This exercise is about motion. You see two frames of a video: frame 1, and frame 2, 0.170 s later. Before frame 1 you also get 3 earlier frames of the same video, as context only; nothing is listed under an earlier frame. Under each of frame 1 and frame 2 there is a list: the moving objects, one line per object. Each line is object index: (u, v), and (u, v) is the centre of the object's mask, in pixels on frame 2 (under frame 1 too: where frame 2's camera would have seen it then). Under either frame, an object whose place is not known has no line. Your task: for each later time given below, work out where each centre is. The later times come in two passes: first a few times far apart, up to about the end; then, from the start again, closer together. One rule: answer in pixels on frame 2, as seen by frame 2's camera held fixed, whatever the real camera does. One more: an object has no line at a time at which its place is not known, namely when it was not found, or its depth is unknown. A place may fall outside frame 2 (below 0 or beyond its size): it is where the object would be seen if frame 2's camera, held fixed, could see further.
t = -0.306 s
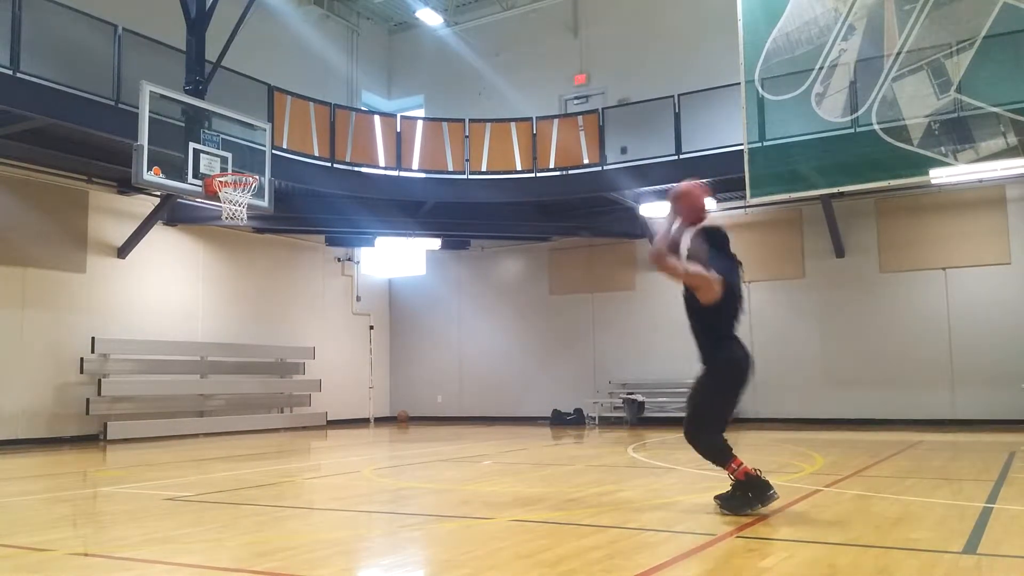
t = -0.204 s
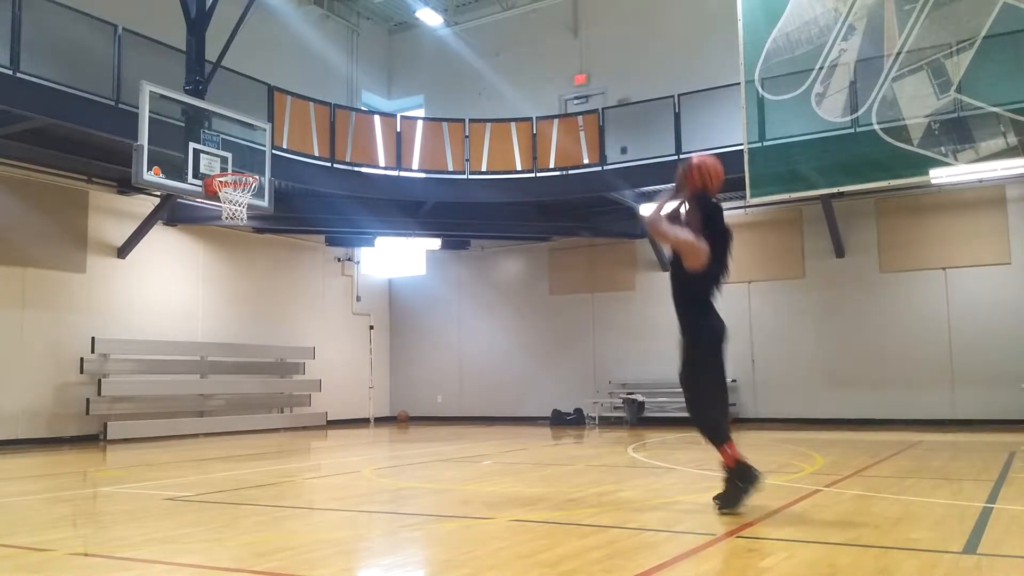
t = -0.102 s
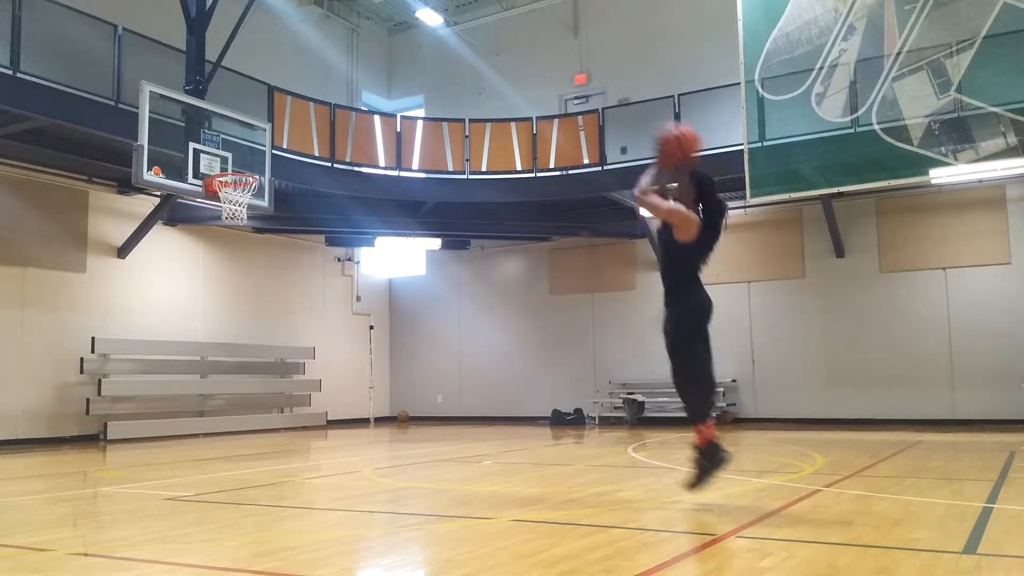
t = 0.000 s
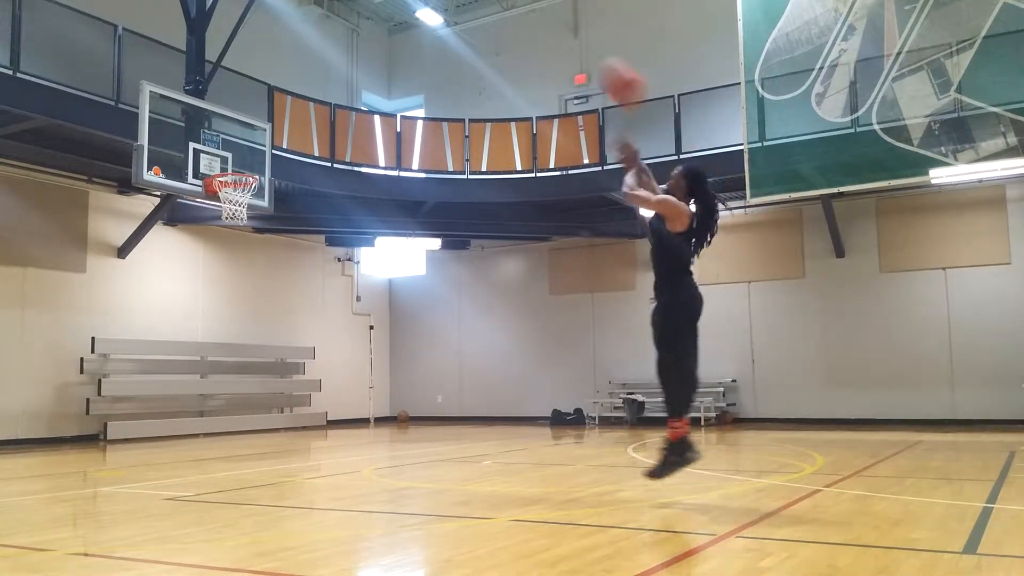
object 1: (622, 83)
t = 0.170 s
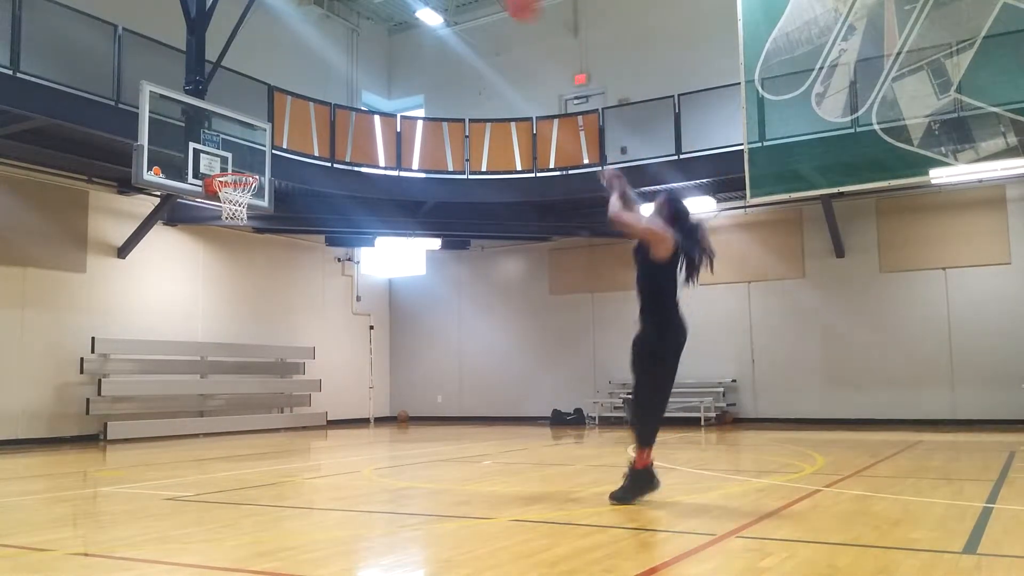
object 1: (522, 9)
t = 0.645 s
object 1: (332, 6)
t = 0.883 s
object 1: (268, 73)
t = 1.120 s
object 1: (228, 167)
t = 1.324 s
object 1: (271, 140)
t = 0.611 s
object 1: (338, 4)
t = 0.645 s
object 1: (332, 6)
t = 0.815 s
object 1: (285, 49)
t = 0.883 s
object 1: (268, 73)
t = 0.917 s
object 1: (260, 88)
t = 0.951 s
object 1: (252, 101)
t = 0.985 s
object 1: (244, 117)
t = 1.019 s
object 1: (236, 134)
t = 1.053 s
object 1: (230, 150)
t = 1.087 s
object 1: (222, 165)
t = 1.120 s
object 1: (228, 167)
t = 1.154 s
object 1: (240, 169)
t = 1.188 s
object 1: (247, 165)
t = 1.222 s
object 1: (252, 159)
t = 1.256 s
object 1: (258, 152)
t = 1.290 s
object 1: (264, 146)
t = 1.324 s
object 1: (271, 140)
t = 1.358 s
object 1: (277, 136)
